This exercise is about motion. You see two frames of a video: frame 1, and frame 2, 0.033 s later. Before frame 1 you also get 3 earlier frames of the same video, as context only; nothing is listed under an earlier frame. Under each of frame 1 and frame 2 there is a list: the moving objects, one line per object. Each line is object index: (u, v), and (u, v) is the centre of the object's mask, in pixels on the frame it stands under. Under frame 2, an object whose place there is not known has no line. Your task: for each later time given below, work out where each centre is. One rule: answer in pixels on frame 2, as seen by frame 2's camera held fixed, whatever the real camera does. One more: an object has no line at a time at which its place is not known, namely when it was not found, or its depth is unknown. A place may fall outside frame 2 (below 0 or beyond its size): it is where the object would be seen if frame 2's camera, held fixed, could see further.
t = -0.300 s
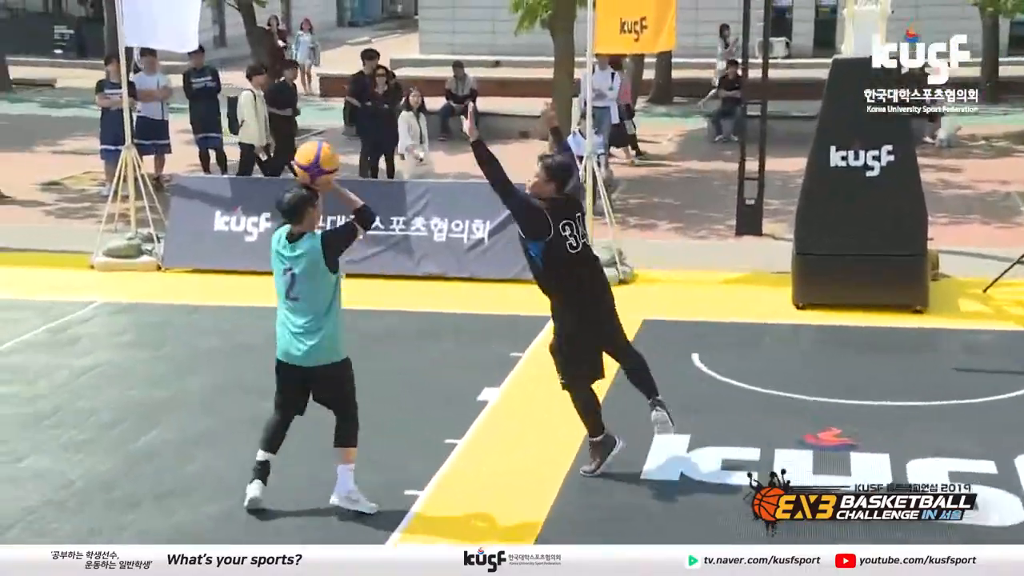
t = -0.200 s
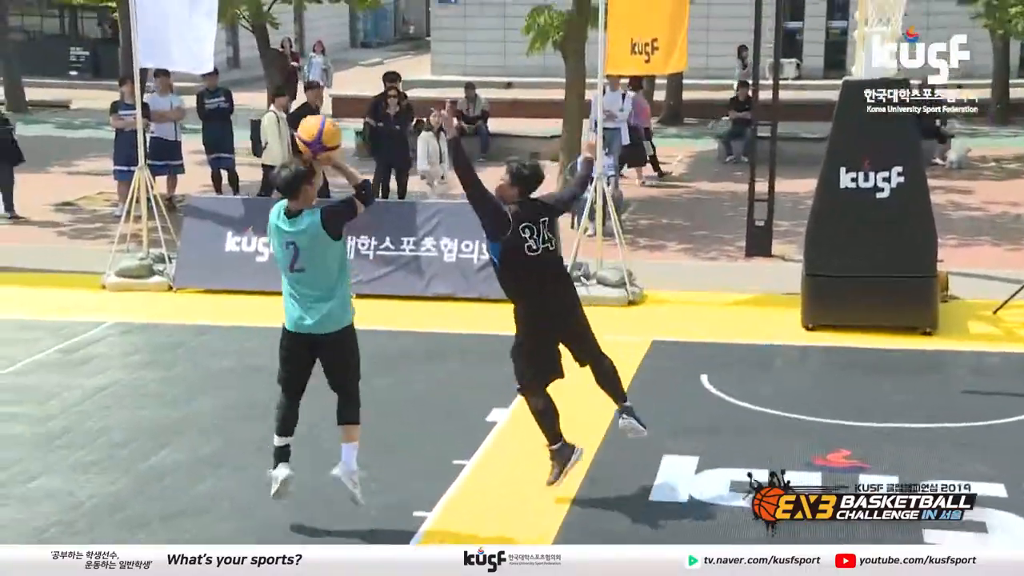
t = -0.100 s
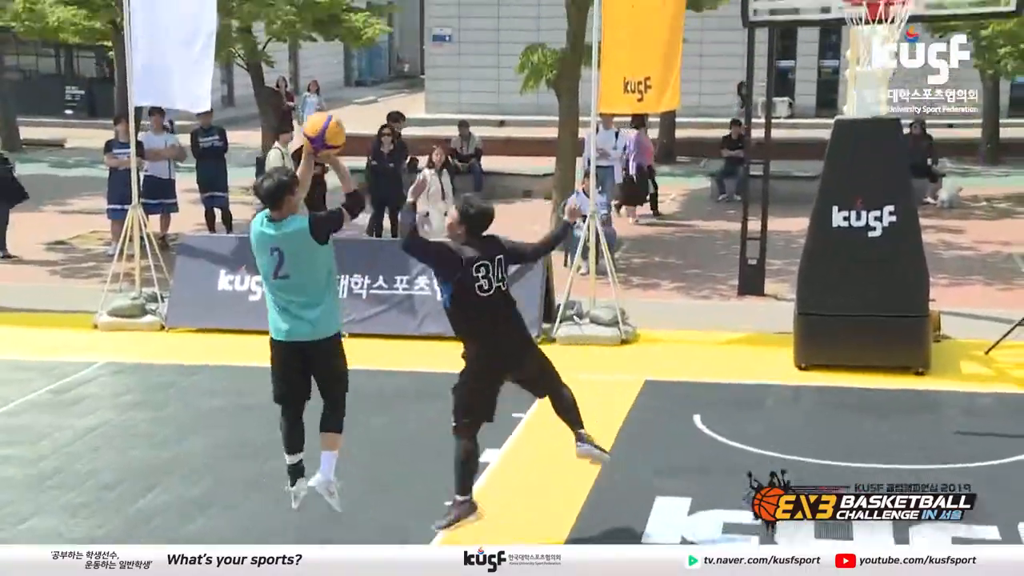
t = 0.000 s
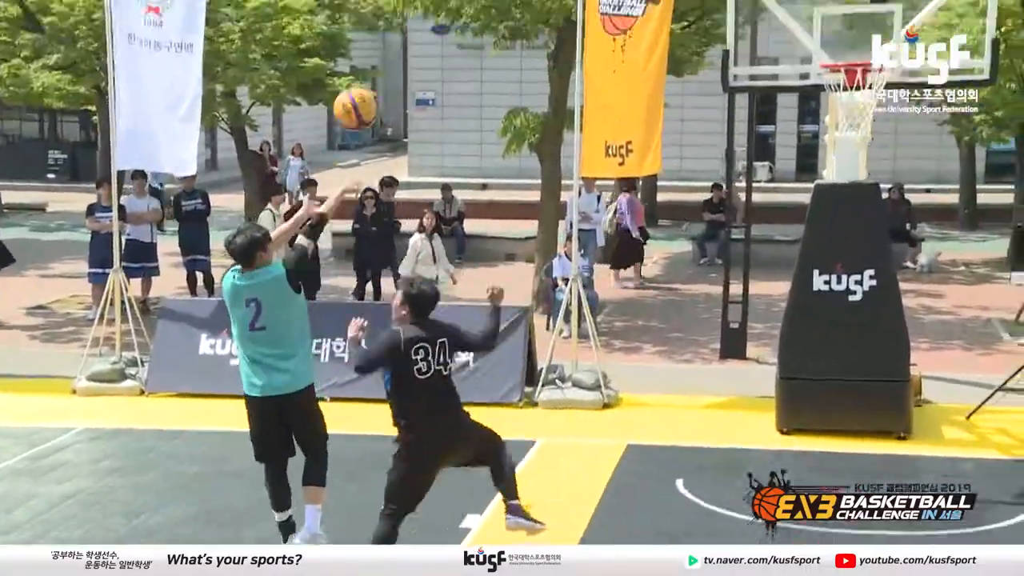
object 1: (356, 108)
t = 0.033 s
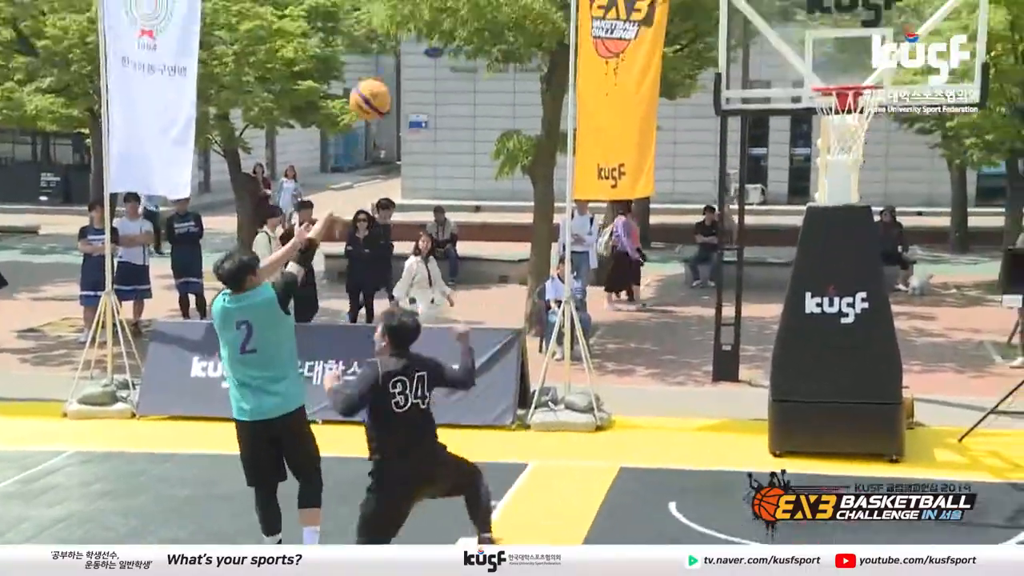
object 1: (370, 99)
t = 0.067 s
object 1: (393, 73)
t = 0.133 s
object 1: (435, 25)
